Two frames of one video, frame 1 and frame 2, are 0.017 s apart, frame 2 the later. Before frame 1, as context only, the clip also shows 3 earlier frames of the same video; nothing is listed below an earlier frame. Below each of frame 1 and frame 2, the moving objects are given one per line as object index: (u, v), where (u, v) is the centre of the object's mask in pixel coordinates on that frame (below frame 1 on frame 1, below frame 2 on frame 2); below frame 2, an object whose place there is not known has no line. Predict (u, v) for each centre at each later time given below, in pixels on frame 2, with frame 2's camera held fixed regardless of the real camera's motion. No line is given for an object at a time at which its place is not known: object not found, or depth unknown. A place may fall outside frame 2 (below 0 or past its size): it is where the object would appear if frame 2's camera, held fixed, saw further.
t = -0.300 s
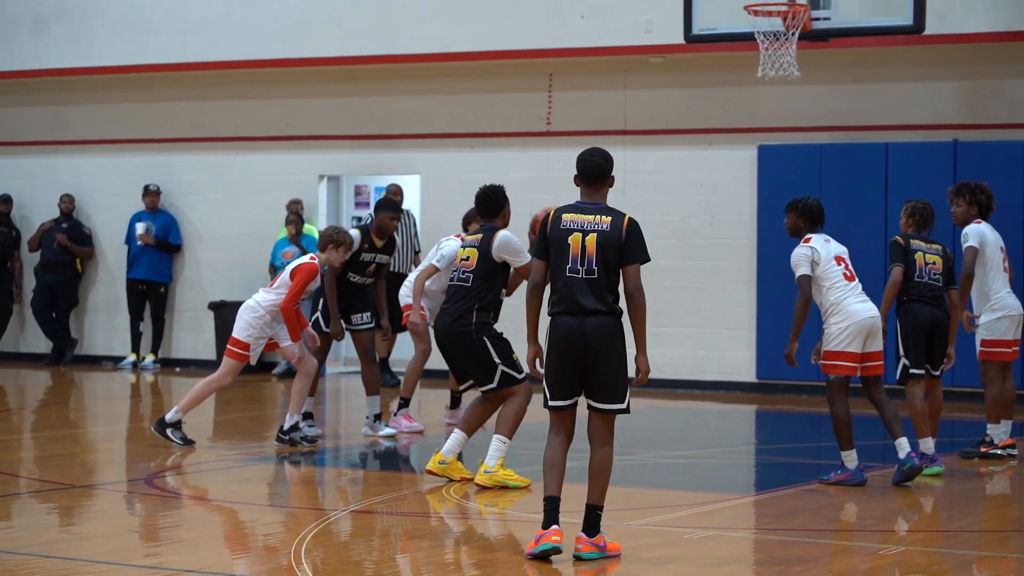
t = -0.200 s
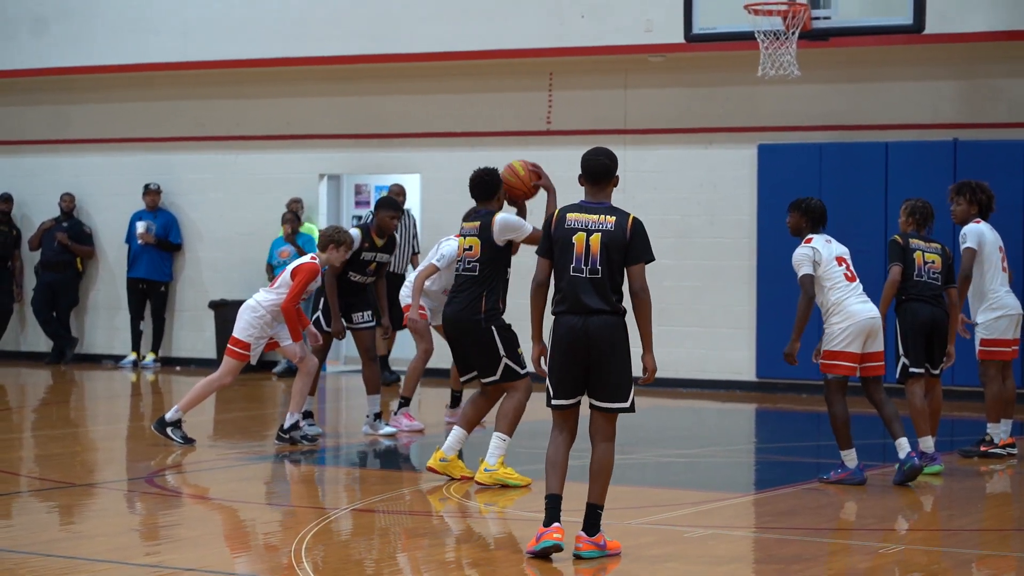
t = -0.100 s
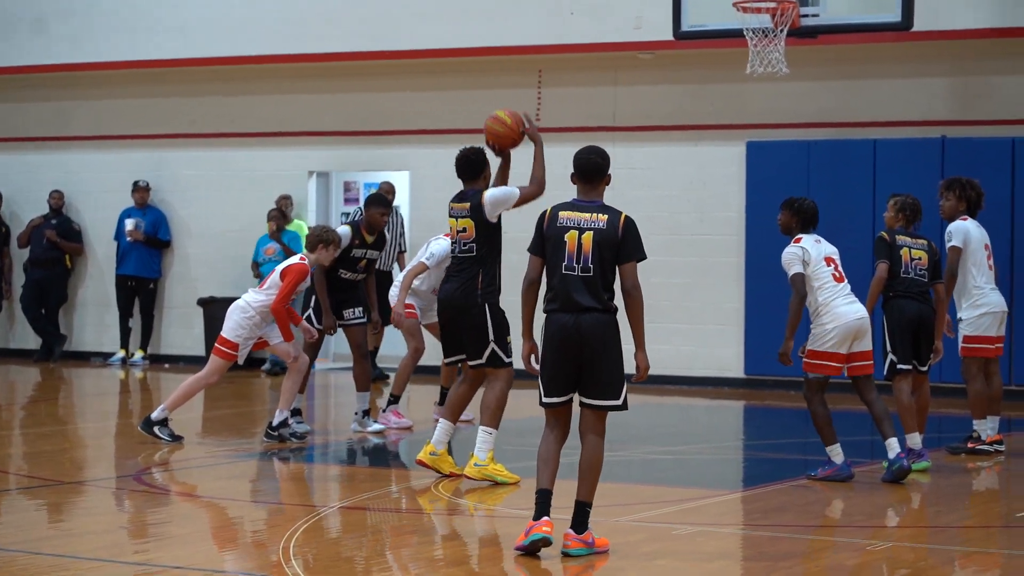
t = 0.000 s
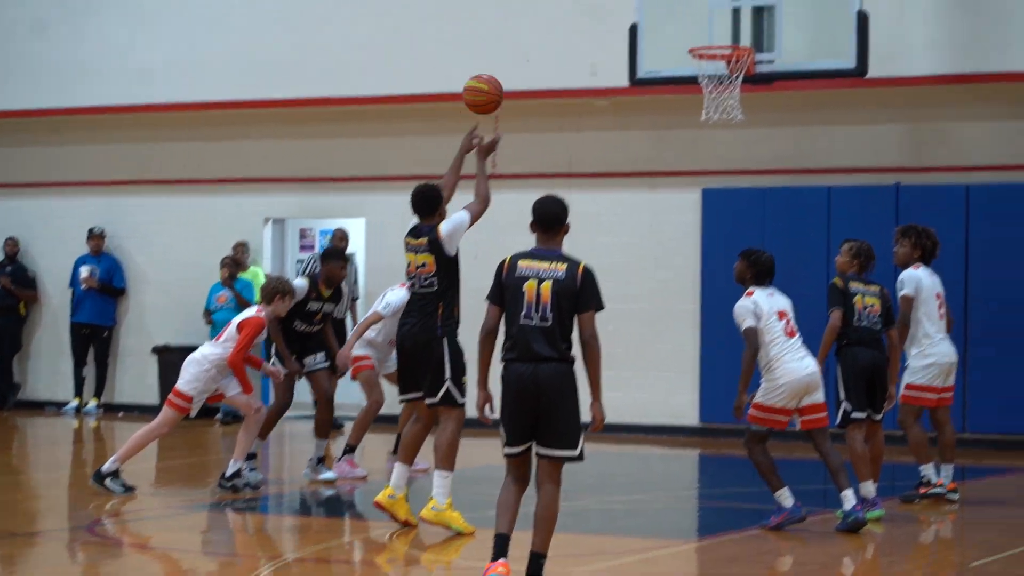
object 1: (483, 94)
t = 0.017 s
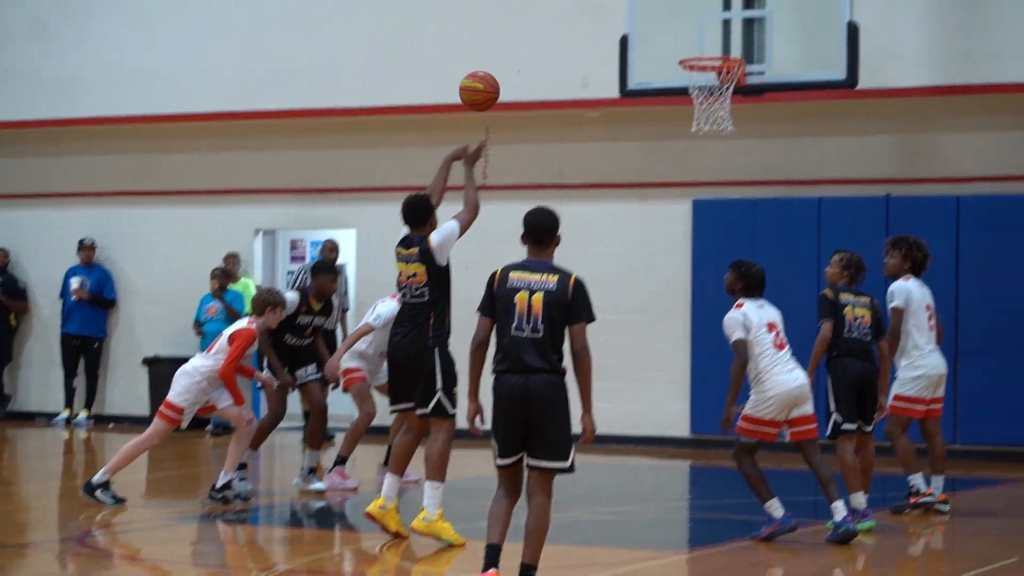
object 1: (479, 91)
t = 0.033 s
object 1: (486, 77)
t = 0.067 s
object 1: (500, 50)
